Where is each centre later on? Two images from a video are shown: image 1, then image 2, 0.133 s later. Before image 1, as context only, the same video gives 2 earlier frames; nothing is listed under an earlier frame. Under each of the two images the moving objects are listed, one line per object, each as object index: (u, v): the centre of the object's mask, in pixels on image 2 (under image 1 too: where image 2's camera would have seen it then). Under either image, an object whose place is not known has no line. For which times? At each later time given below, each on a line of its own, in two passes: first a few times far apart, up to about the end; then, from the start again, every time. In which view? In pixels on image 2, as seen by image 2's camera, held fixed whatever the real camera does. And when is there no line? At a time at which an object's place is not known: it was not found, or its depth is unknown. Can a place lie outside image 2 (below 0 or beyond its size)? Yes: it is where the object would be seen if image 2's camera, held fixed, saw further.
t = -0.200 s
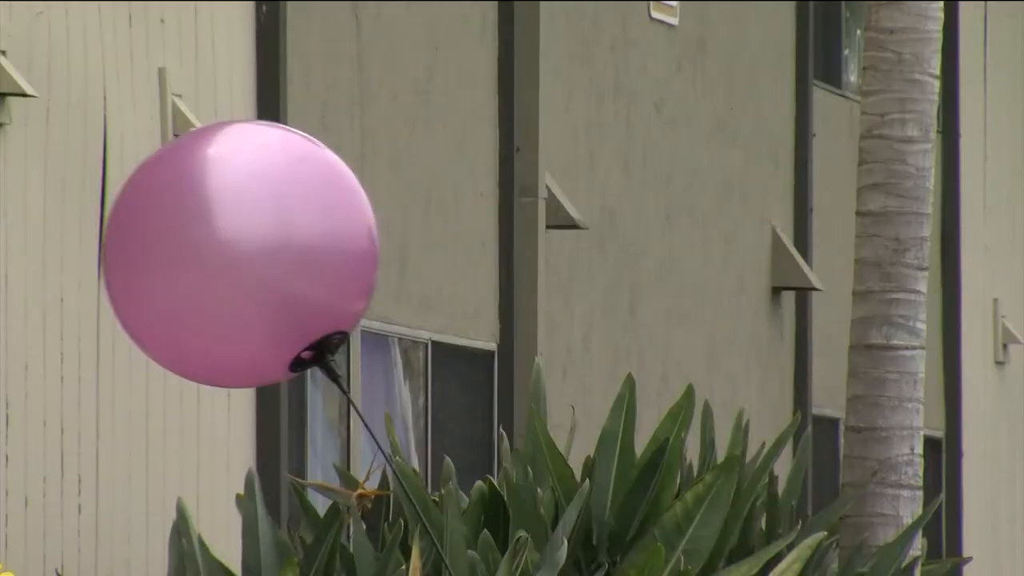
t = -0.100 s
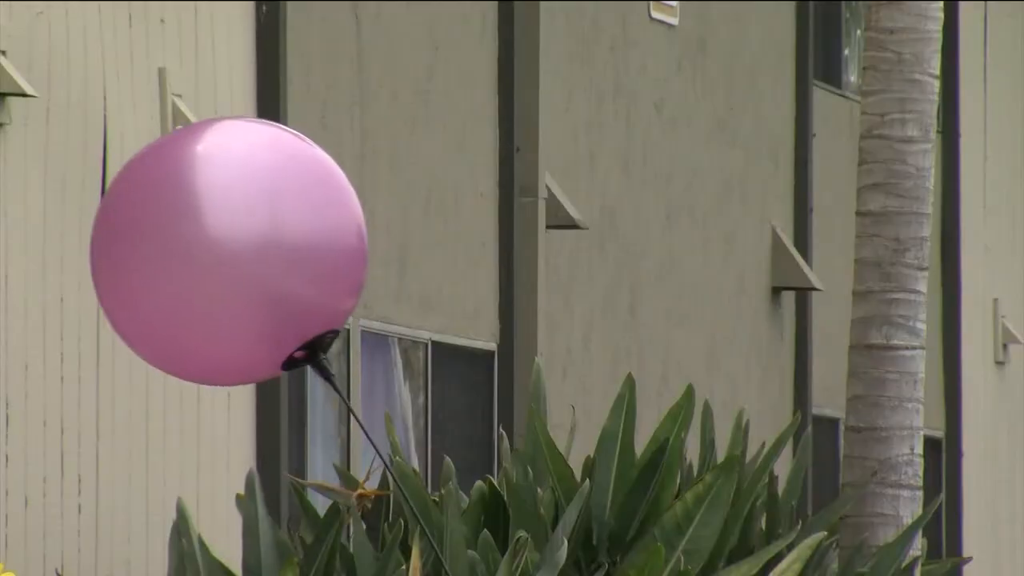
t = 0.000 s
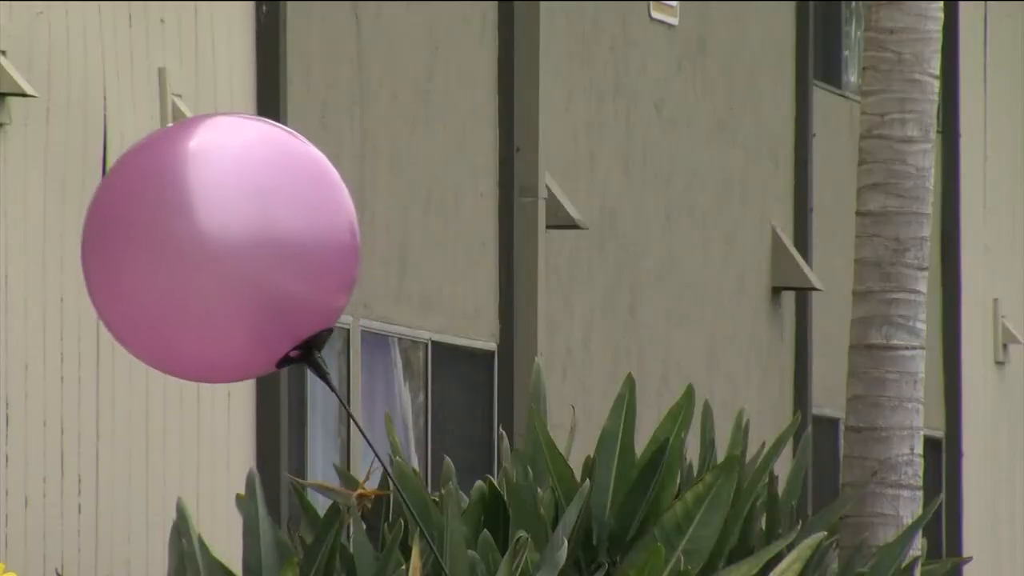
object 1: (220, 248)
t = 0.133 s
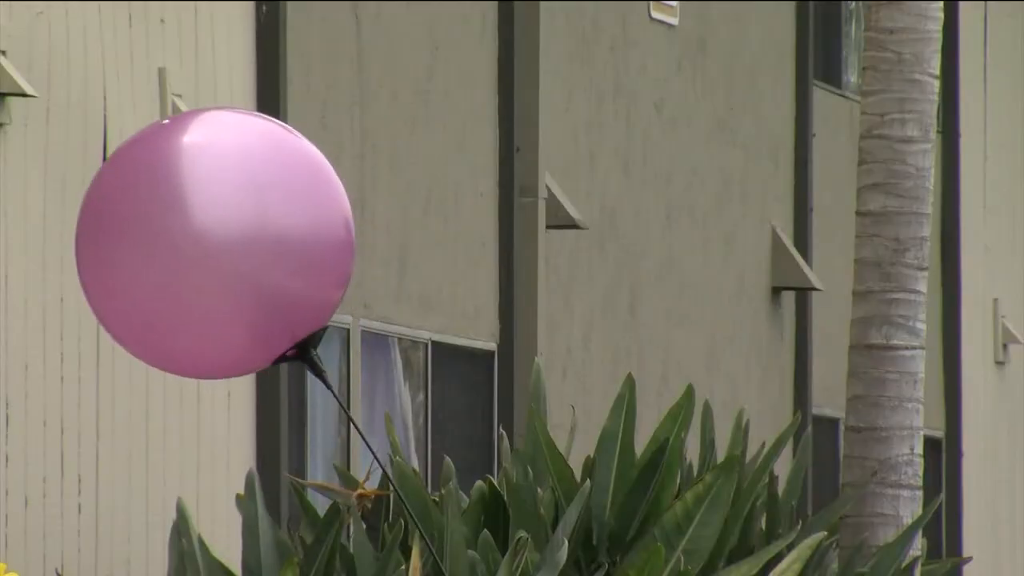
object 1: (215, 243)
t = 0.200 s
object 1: (215, 241)
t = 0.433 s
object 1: (227, 234)
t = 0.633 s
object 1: (249, 225)
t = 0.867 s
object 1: (279, 212)
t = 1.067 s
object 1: (304, 199)
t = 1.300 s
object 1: (328, 187)
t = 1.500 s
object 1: (342, 184)
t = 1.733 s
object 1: (352, 191)
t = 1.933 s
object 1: (353, 203)
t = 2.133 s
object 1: (346, 217)
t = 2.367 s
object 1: (329, 229)
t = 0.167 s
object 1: (214, 242)
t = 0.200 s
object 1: (215, 241)
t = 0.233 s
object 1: (215, 240)
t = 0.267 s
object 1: (216, 239)
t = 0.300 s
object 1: (218, 238)
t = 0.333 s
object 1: (219, 237)
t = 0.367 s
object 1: (222, 236)
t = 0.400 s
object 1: (224, 235)
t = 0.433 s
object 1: (227, 234)
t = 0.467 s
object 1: (230, 232)
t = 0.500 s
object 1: (233, 231)
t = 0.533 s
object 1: (237, 230)
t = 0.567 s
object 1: (241, 228)
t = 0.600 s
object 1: (245, 227)
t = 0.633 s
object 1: (249, 225)
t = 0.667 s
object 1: (253, 224)
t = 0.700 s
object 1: (257, 222)
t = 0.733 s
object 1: (262, 220)
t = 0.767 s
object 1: (266, 218)
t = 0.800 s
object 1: (270, 216)
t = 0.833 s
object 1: (275, 214)
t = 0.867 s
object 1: (279, 212)
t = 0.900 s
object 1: (284, 210)
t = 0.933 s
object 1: (288, 208)
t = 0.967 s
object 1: (292, 206)
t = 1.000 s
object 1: (296, 203)
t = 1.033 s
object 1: (300, 201)
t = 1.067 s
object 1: (304, 199)
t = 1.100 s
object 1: (308, 197)
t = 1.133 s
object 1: (312, 195)
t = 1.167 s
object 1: (315, 193)
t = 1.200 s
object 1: (318, 192)
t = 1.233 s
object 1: (322, 190)
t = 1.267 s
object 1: (325, 188)
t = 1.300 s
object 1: (328, 187)
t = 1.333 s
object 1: (330, 186)
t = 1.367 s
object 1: (333, 185)
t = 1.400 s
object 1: (335, 185)
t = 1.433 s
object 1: (338, 184)
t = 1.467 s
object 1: (340, 184)
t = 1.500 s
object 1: (342, 184)
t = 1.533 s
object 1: (344, 184)
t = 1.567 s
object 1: (346, 185)
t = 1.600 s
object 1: (347, 185)
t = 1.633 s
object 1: (349, 186)
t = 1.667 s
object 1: (350, 187)
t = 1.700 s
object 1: (351, 188)
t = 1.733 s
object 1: (352, 191)
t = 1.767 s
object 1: (353, 192)
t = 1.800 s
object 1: (353, 194)
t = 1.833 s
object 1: (353, 196)
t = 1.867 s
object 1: (353, 198)
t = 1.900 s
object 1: (353, 201)
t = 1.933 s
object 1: (353, 203)
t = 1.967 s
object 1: (352, 205)
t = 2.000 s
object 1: (351, 207)
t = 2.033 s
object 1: (350, 210)
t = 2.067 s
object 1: (349, 212)
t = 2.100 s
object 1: (348, 215)
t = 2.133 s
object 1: (346, 217)
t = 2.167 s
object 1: (344, 219)
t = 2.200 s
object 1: (342, 221)
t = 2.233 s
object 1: (340, 223)
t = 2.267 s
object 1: (337, 225)
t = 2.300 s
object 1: (335, 227)
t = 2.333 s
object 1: (331, 227)
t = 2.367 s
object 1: (329, 229)
